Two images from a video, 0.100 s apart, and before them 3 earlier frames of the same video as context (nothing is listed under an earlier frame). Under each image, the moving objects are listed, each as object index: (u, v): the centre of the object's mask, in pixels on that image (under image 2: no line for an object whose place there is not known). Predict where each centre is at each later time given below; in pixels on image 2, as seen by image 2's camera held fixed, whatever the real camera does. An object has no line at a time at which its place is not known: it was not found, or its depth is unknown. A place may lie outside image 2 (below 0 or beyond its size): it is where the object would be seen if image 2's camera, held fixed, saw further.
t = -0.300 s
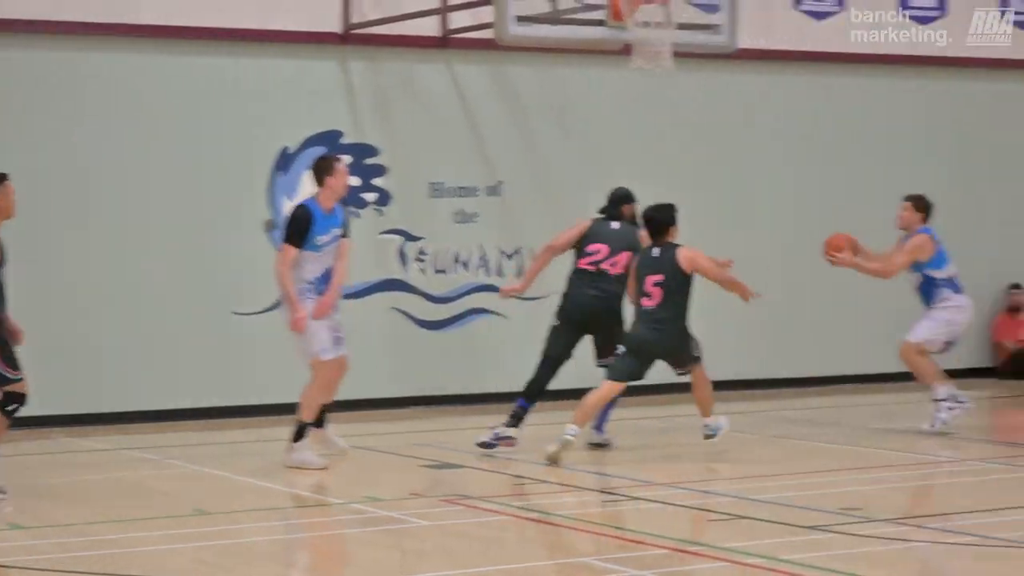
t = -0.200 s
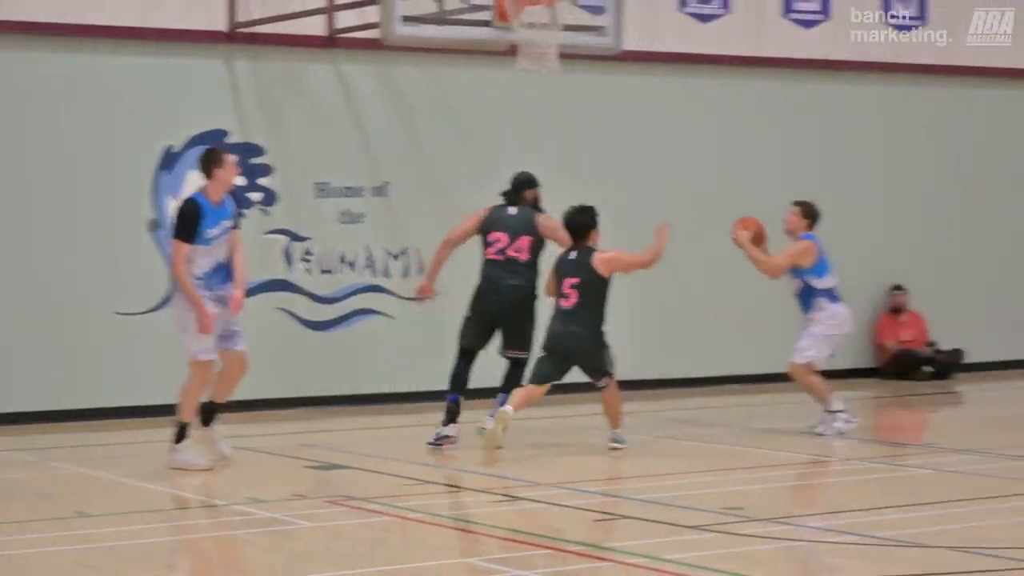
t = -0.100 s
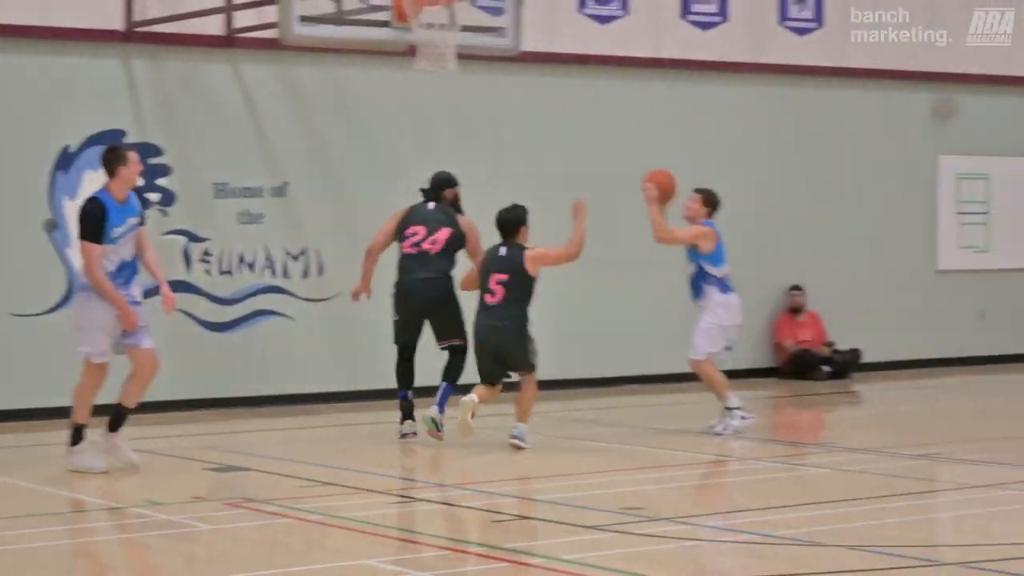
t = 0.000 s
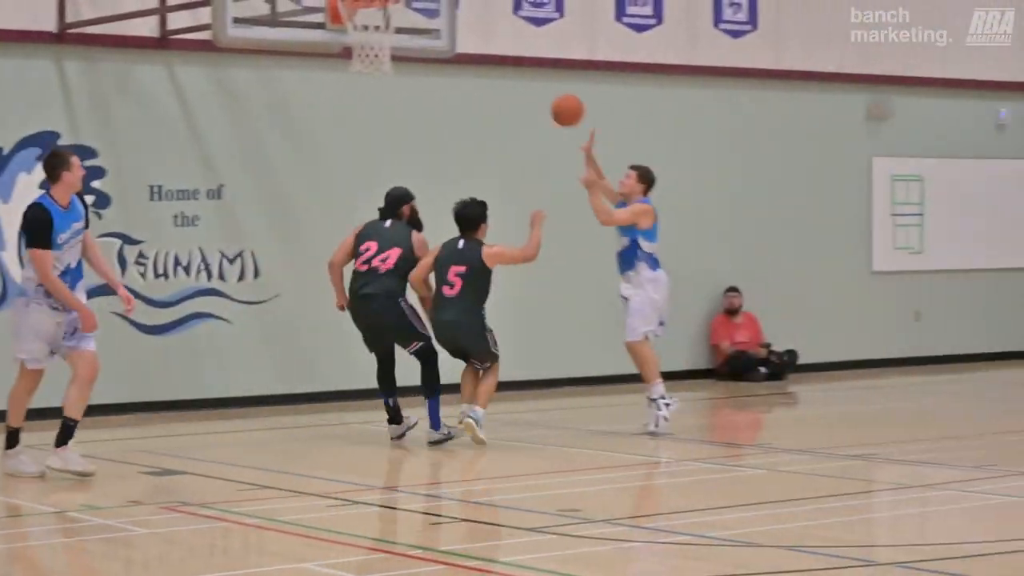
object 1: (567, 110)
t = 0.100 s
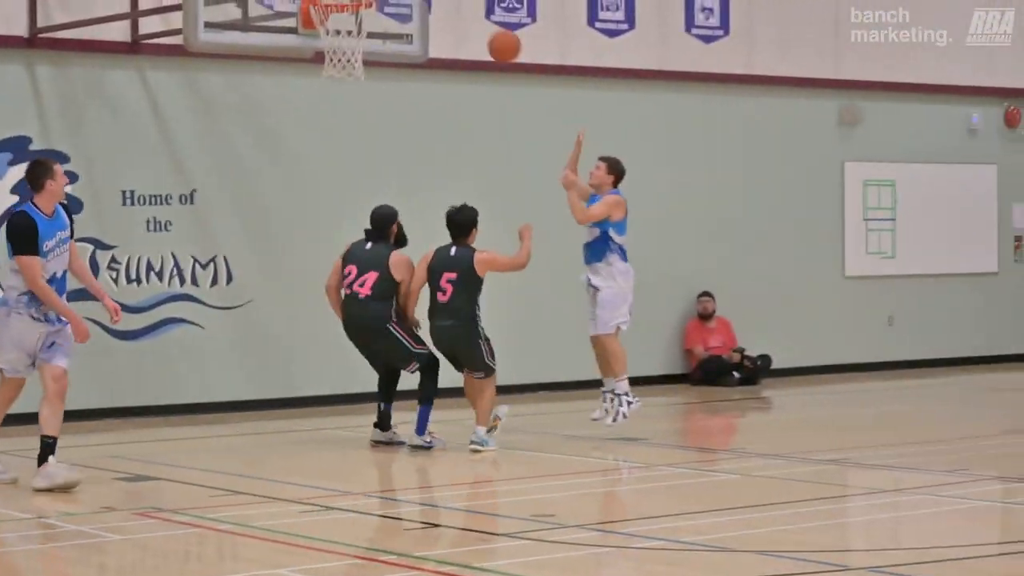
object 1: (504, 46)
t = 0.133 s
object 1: (493, 26)
